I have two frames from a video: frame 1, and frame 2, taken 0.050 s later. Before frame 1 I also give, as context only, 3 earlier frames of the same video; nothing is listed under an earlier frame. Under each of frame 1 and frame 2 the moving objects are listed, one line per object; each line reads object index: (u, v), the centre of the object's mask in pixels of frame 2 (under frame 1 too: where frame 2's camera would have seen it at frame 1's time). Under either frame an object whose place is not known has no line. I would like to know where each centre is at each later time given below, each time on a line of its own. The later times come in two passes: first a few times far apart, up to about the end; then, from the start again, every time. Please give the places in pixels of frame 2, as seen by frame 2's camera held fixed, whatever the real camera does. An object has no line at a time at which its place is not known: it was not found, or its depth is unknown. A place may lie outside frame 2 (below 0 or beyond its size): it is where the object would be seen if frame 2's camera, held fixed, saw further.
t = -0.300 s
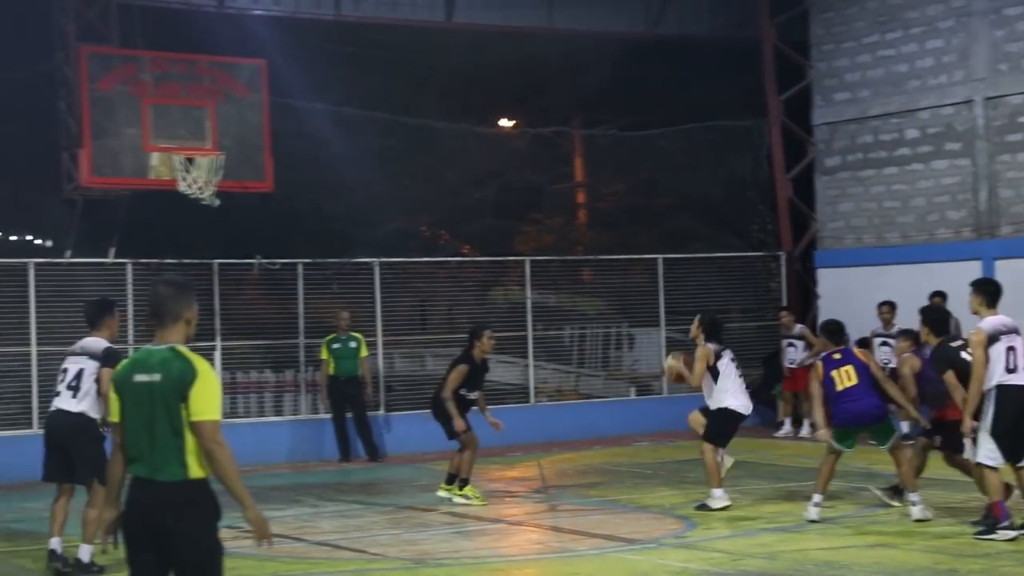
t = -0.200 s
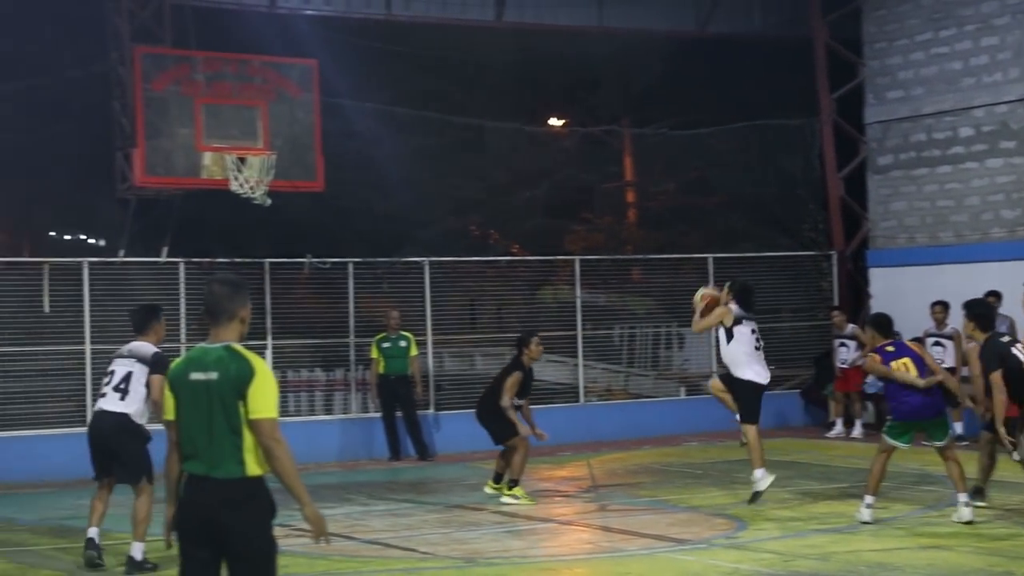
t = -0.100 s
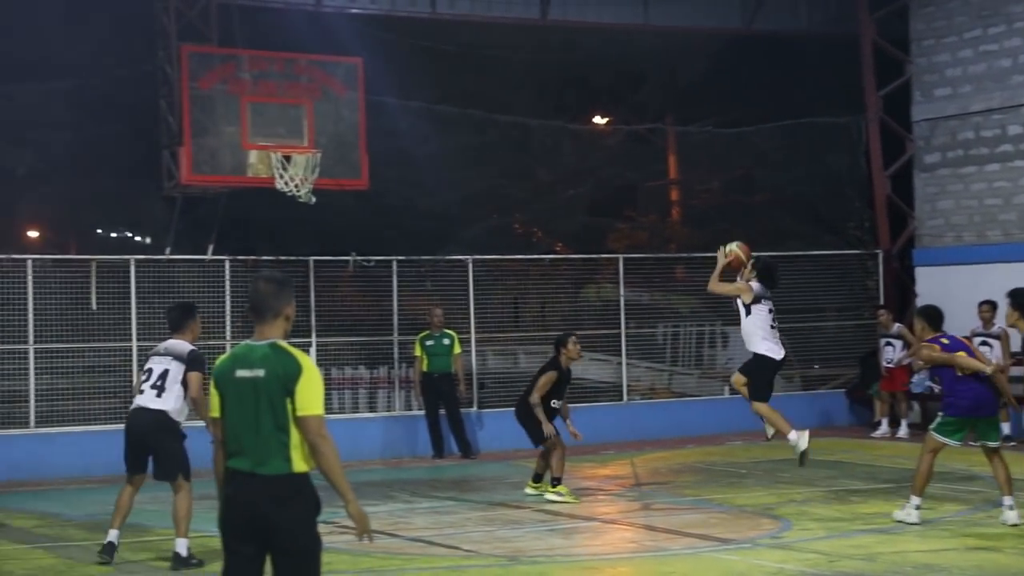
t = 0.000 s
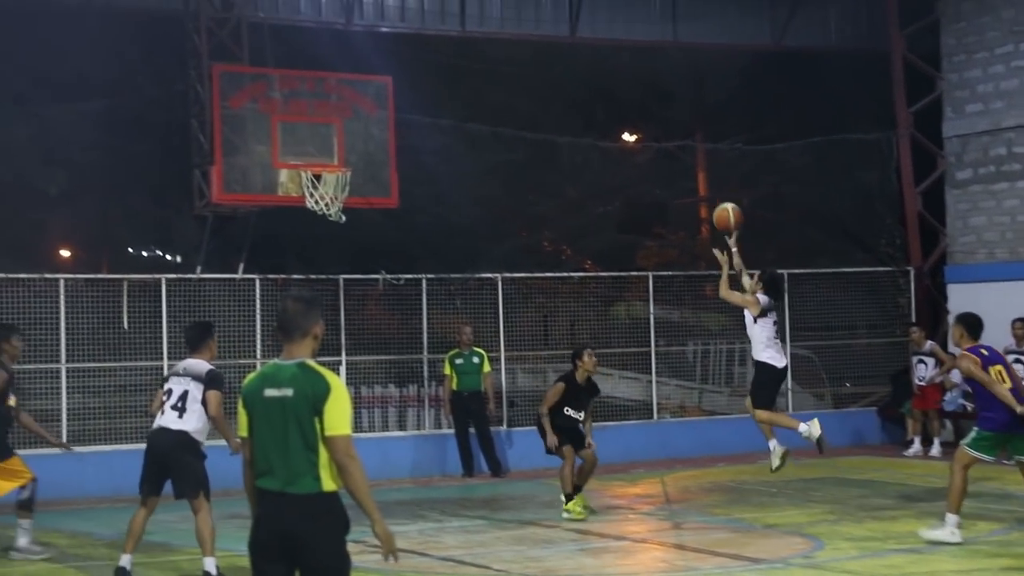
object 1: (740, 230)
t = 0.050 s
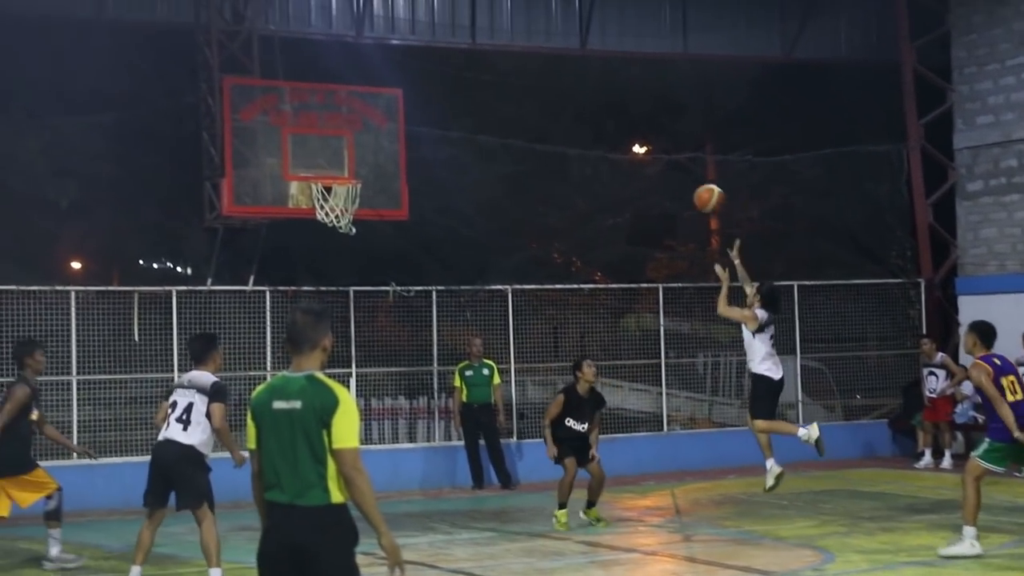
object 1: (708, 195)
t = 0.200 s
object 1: (629, 125)
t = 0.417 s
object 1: (517, 75)
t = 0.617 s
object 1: (425, 73)
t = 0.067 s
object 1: (700, 184)
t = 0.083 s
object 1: (690, 175)
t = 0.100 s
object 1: (681, 167)
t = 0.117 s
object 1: (671, 159)
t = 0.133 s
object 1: (662, 150)
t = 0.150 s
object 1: (653, 145)
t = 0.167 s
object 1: (645, 137)
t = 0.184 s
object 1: (637, 131)
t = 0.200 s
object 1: (629, 125)
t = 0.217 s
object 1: (620, 119)
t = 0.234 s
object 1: (612, 114)
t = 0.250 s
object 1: (603, 109)
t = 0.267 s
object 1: (595, 104)
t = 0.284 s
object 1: (586, 99)
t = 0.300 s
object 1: (578, 95)
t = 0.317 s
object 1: (570, 91)
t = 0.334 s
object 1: (559, 88)
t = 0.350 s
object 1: (550, 85)
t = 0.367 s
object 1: (542, 82)
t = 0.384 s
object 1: (534, 79)
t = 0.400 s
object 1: (525, 77)
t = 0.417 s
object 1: (517, 75)
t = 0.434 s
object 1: (509, 73)
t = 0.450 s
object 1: (501, 72)
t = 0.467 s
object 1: (494, 71)
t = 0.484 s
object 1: (486, 70)
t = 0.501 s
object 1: (478, 69)
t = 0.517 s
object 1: (470, 69)
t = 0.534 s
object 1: (463, 69)
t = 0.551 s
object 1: (455, 69)
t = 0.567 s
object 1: (448, 70)
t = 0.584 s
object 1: (440, 70)
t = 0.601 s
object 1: (433, 72)
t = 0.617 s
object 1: (425, 73)
